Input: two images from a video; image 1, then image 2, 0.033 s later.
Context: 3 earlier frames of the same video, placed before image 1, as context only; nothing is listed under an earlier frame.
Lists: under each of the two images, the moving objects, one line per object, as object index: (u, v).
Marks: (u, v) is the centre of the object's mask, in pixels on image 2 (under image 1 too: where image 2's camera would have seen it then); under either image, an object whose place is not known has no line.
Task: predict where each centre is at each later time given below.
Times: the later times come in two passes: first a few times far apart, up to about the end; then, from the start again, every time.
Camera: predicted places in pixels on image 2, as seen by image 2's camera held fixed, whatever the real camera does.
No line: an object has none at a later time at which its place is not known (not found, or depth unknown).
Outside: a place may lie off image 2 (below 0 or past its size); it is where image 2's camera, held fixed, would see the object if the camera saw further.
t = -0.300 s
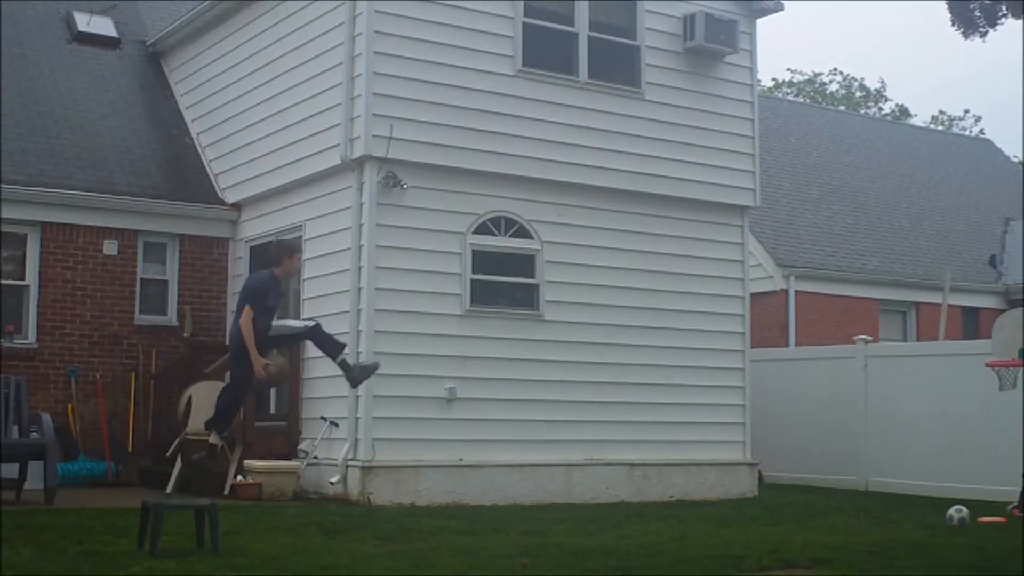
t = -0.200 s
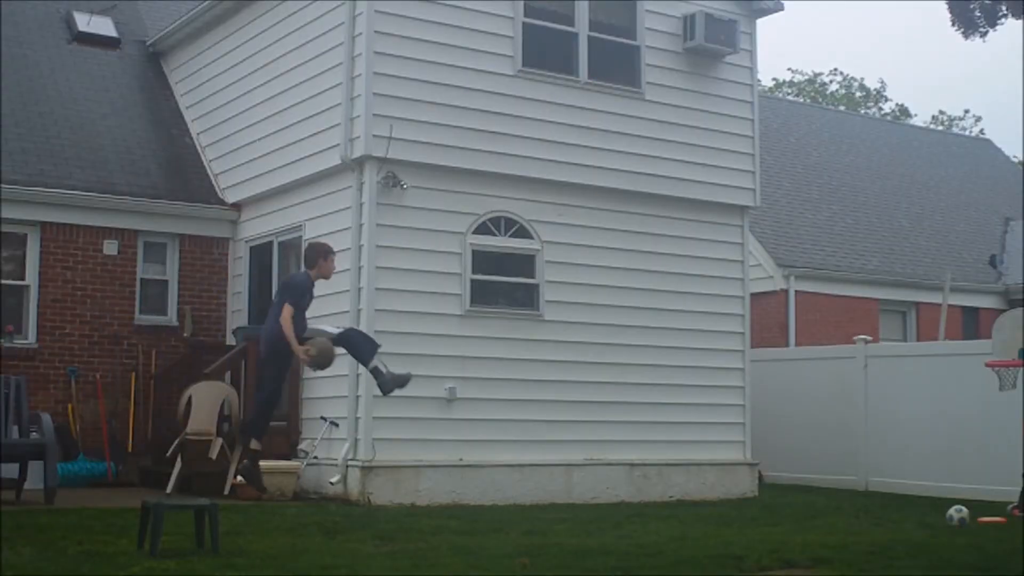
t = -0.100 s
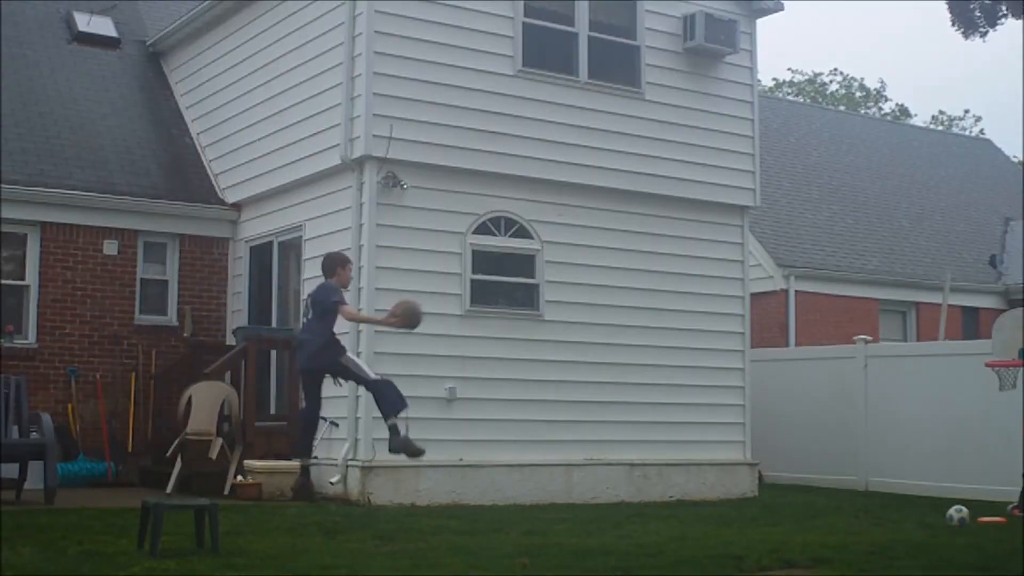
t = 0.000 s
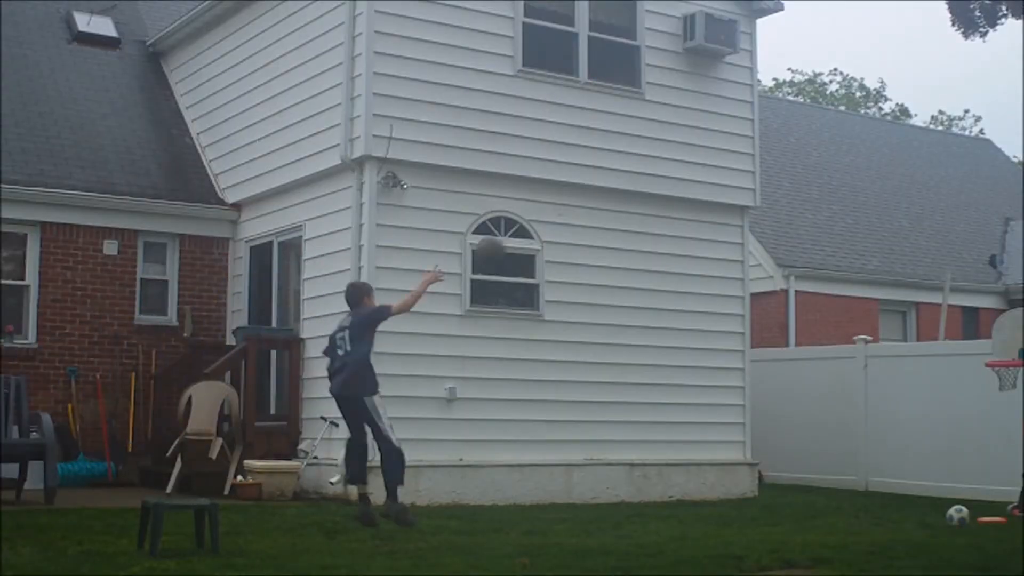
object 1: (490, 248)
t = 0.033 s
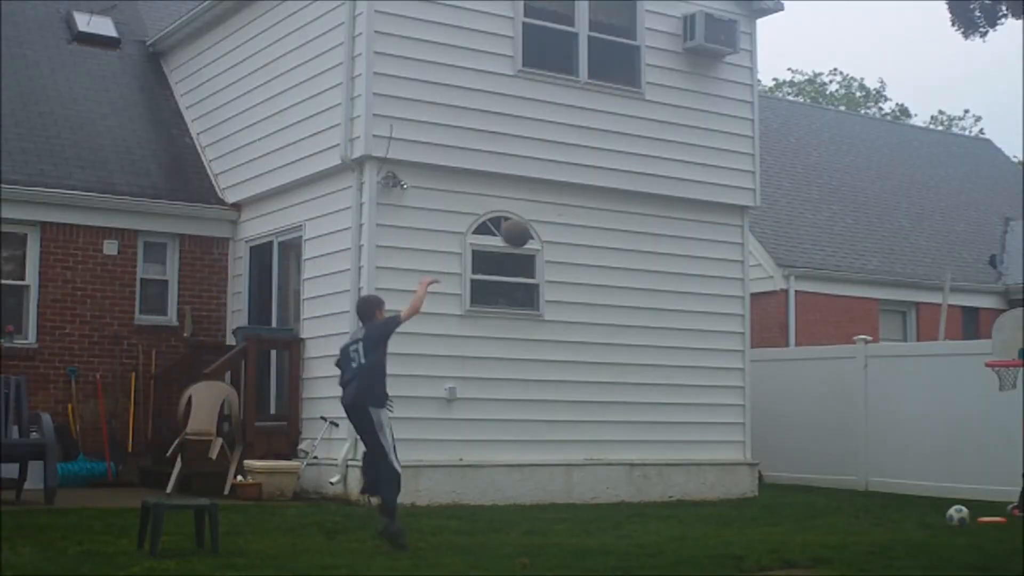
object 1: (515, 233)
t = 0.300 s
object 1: (690, 159)
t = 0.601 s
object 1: (845, 192)
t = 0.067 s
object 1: (540, 217)
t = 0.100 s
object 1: (563, 204)
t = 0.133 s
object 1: (586, 192)
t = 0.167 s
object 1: (608, 182)
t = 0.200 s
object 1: (629, 174)
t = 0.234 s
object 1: (650, 167)
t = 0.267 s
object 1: (670, 162)
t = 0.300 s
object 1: (690, 159)
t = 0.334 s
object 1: (709, 158)
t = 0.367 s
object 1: (727, 157)
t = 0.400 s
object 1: (745, 158)
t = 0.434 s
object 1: (762, 161)
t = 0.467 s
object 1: (780, 165)
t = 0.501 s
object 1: (797, 170)
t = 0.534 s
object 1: (813, 176)
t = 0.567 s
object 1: (830, 183)
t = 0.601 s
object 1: (845, 192)
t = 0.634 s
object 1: (861, 201)
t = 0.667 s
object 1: (875, 212)
